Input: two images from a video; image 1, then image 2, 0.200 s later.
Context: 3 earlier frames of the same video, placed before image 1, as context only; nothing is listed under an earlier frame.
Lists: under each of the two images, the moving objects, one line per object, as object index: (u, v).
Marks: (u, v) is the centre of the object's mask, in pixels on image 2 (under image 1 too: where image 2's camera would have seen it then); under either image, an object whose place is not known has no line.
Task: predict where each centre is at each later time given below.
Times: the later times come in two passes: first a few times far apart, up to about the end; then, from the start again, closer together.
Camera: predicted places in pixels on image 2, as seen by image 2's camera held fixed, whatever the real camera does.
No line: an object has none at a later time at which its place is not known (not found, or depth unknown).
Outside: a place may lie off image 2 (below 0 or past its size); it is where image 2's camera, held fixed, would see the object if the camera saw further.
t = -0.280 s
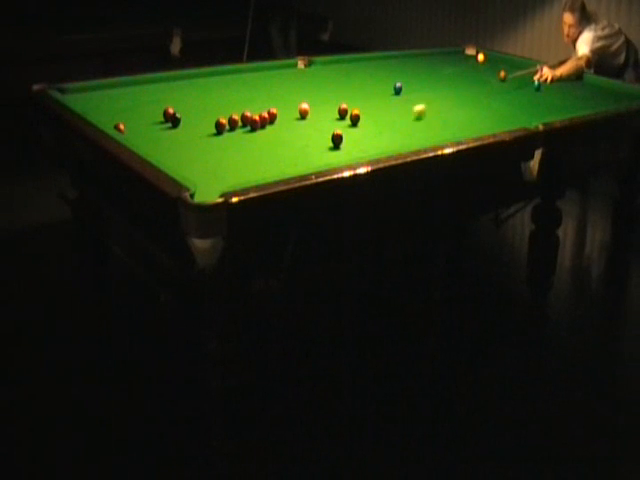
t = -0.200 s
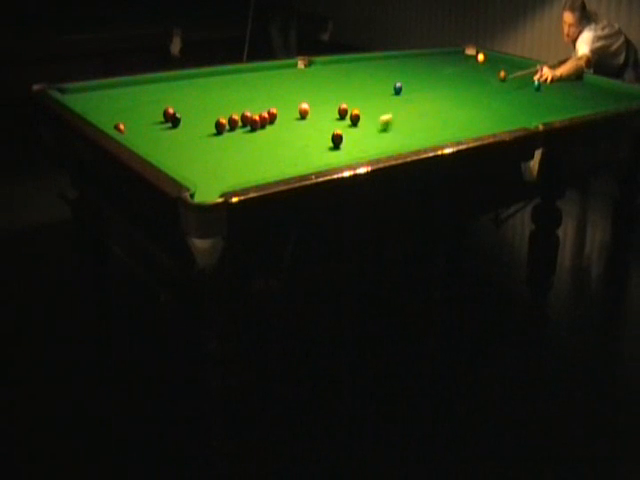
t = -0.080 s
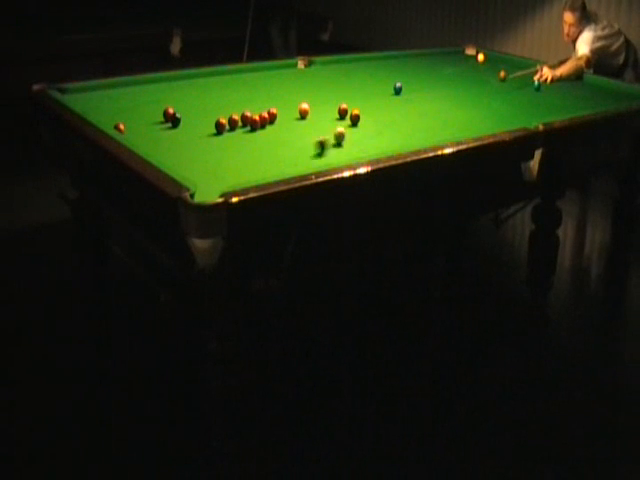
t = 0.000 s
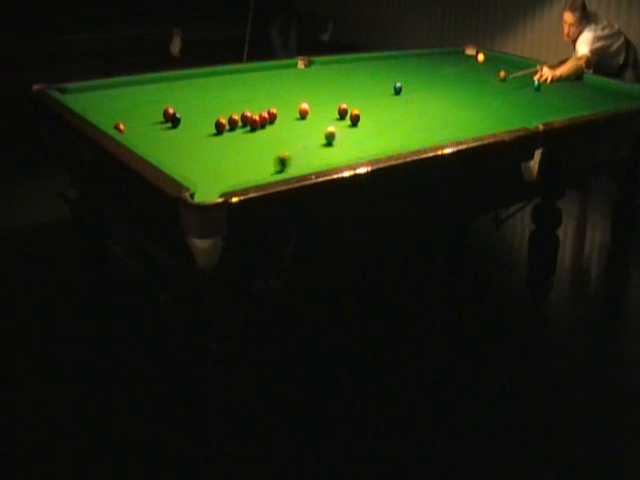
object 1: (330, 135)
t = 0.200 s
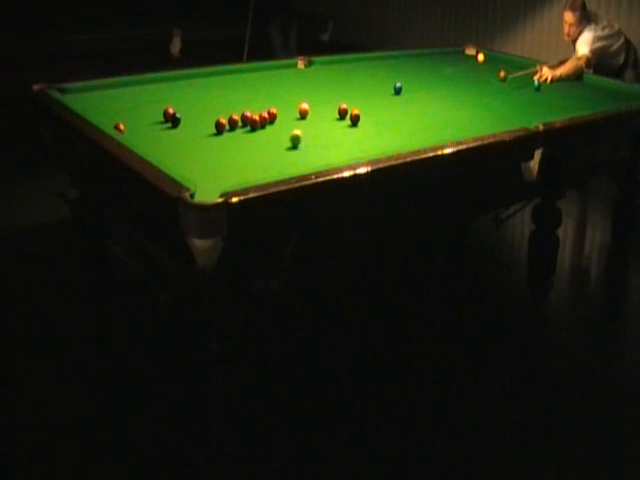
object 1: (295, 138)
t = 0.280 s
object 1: (278, 141)
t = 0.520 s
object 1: (221, 150)
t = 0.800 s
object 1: (171, 156)
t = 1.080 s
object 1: (214, 146)
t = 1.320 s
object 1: (245, 137)
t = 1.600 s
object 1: (278, 129)
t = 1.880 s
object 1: (306, 122)
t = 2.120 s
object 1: (328, 116)
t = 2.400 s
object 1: (348, 113)
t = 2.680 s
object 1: (364, 113)
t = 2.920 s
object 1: (377, 113)
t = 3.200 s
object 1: (389, 114)
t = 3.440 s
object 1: (398, 113)
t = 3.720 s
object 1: (408, 113)
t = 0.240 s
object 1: (286, 139)
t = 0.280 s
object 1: (278, 141)
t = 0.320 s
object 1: (268, 143)
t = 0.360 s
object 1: (259, 144)
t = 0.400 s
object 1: (249, 146)
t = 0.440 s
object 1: (240, 147)
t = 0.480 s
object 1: (231, 149)
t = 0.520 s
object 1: (221, 150)
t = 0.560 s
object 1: (211, 152)
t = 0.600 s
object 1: (201, 153)
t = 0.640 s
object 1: (191, 155)
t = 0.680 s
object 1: (181, 156)
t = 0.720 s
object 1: (171, 156)
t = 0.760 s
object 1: (164, 155)
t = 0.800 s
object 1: (171, 156)
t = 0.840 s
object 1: (178, 155)
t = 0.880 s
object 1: (184, 153)
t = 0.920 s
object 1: (190, 152)
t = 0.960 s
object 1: (196, 150)
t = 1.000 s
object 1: (202, 149)
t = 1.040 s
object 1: (208, 147)
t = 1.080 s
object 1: (214, 146)
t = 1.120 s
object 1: (219, 144)
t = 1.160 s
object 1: (225, 143)
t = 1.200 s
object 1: (230, 142)
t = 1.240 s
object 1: (235, 140)
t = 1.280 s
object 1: (240, 139)
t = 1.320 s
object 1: (245, 137)
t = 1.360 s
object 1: (250, 136)
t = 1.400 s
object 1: (255, 136)
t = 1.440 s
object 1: (260, 134)
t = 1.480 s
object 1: (265, 133)
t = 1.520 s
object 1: (269, 131)
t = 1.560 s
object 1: (274, 130)
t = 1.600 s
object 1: (278, 129)
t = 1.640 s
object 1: (282, 128)
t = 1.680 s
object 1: (286, 127)
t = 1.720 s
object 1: (291, 126)
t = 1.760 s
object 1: (294, 125)
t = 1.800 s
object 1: (298, 124)
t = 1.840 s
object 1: (302, 123)
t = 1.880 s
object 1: (306, 122)
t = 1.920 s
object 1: (310, 121)
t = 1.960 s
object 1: (314, 120)
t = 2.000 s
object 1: (317, 119)
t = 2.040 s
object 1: (321, 118)
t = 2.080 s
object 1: (325, 117)
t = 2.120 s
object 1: (328, 116)
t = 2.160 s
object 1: (331, 115)
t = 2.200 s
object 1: (334, 115)
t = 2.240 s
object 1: (338, 114)
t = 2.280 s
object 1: (341, 112)
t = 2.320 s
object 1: (343, 112)
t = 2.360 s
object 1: (346, 113)
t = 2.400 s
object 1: (348, 113)
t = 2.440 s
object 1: (349, 111)
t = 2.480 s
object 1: (352, 110)
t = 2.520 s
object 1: (355, 109)
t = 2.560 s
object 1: (358, 109)
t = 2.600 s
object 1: (360, 111)
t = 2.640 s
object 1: (363, 112)
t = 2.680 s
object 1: (364, 113)
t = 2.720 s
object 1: (366, 113)
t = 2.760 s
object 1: (368, 113)
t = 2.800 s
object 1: (370, 113)
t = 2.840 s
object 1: (373, 113)
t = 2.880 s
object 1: (374, 113)
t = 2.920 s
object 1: (377, 113)
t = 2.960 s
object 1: (378, 113)
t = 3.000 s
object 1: (380, 113)
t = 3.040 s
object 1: (382, 113)
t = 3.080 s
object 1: (384, 114)
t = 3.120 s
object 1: (385, 114)
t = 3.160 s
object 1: (387, 114)
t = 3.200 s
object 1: (389, 114)
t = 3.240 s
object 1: (390, 114)
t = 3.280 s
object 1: (392, 114)
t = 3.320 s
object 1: (394, 114)
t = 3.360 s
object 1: (395, 114)
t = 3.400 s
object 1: (397, 114)
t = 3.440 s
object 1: (398, 113)
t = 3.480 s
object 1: (400, 113)
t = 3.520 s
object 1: (401, 114)
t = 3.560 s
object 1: (403, 114)
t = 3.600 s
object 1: (404, 114)
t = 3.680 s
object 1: (406, 113)
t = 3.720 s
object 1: (408, 113)
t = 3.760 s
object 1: (409, 113)
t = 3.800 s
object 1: (410, 114)
